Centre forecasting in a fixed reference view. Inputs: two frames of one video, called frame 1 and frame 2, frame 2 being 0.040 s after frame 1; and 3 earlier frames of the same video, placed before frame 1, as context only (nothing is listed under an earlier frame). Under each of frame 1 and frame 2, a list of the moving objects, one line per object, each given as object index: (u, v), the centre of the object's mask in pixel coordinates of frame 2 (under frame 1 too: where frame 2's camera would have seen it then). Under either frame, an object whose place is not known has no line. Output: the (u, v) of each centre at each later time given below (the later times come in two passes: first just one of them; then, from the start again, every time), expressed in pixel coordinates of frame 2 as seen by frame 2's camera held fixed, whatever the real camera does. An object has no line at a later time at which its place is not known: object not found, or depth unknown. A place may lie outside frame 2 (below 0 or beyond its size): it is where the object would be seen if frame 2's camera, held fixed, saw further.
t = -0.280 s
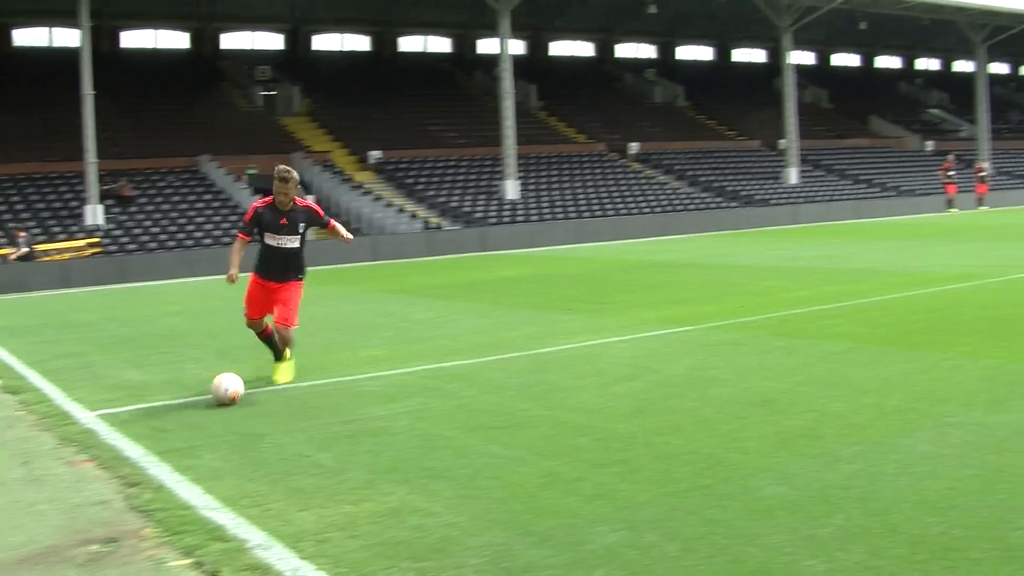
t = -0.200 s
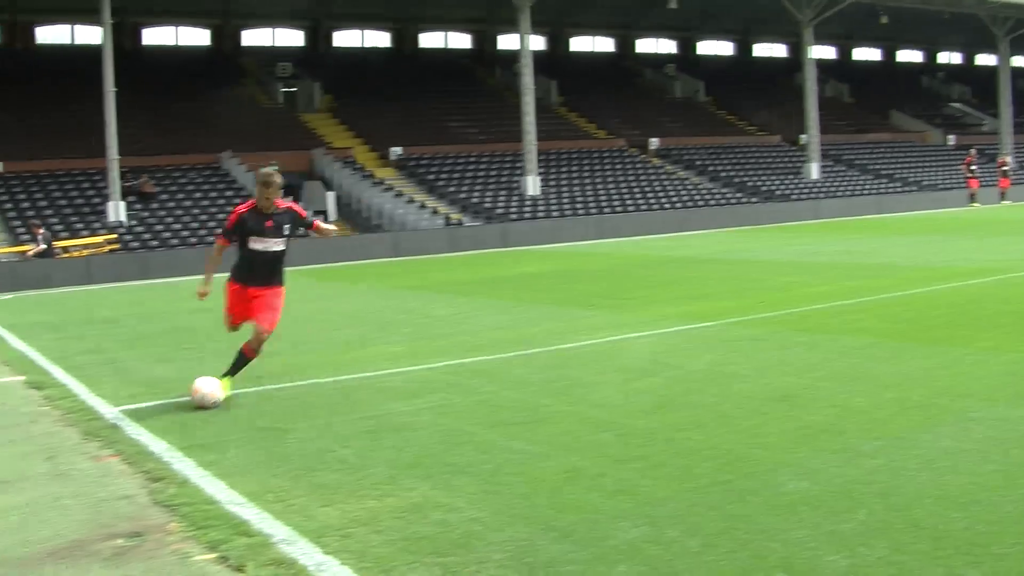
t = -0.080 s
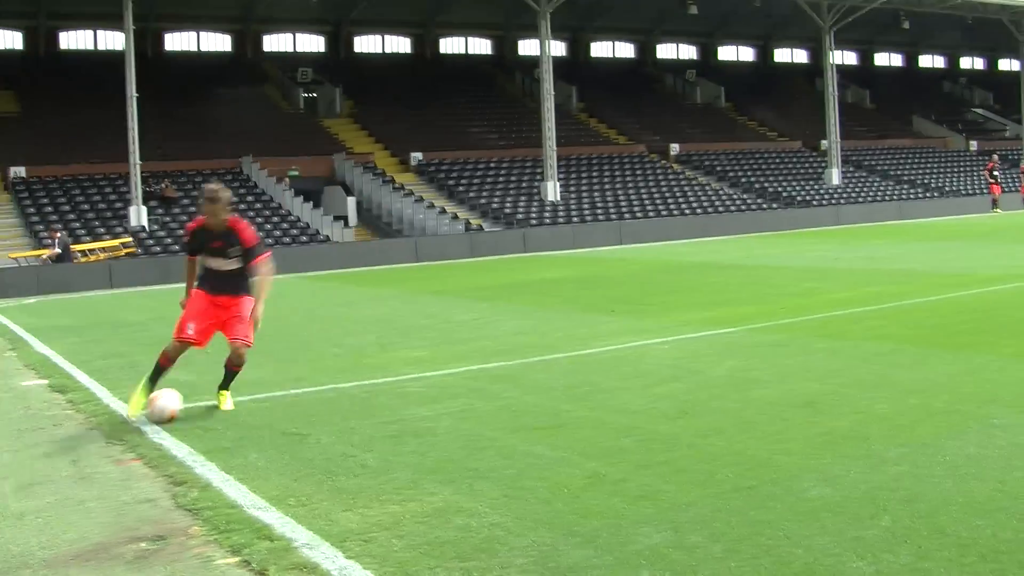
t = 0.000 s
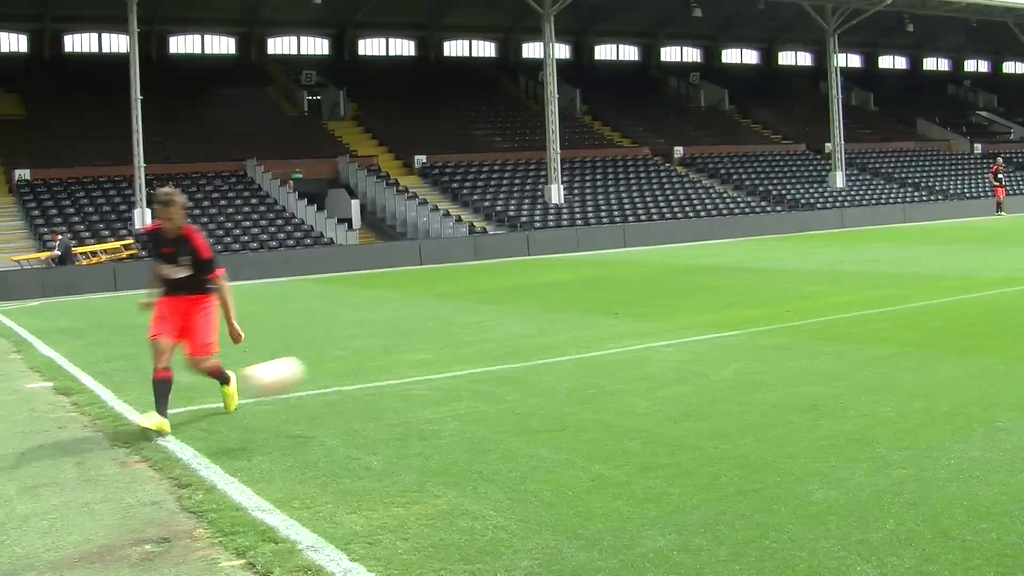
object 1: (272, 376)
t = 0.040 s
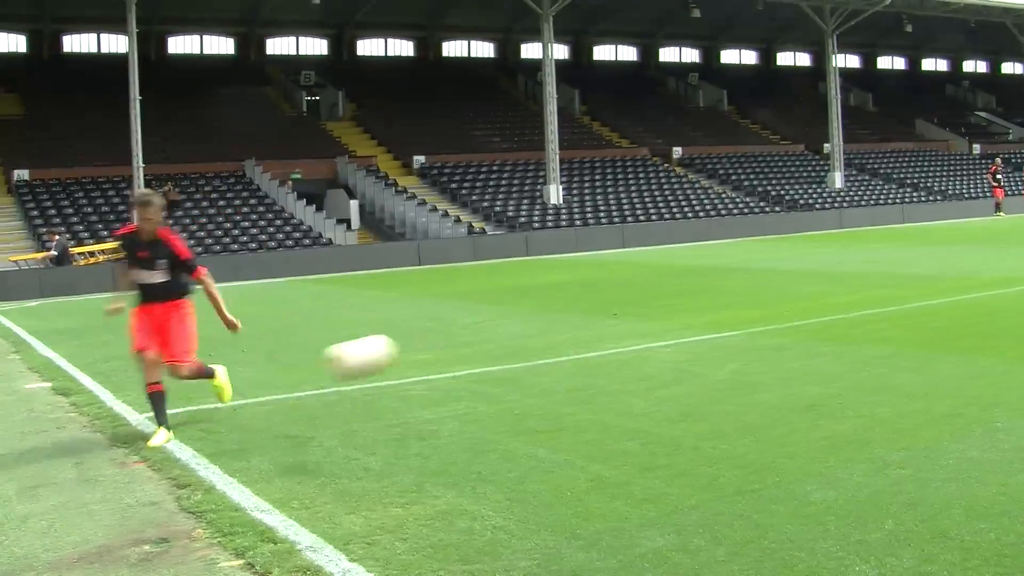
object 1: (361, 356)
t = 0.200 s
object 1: (856, 267)
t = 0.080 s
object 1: (463, 334)
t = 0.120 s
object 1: (580, 312)
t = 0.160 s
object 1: (710, 290)
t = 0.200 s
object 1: (856, 267)
